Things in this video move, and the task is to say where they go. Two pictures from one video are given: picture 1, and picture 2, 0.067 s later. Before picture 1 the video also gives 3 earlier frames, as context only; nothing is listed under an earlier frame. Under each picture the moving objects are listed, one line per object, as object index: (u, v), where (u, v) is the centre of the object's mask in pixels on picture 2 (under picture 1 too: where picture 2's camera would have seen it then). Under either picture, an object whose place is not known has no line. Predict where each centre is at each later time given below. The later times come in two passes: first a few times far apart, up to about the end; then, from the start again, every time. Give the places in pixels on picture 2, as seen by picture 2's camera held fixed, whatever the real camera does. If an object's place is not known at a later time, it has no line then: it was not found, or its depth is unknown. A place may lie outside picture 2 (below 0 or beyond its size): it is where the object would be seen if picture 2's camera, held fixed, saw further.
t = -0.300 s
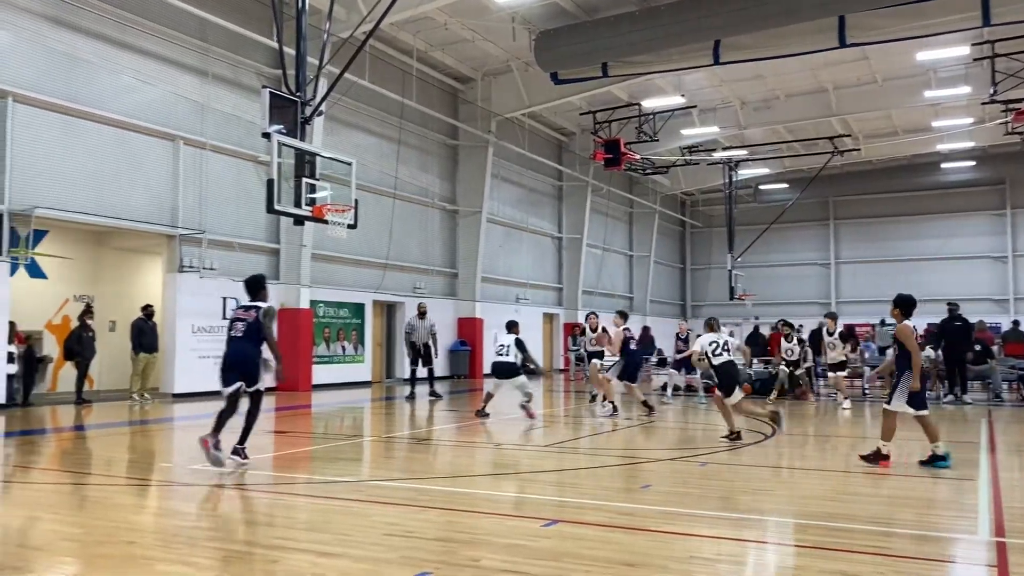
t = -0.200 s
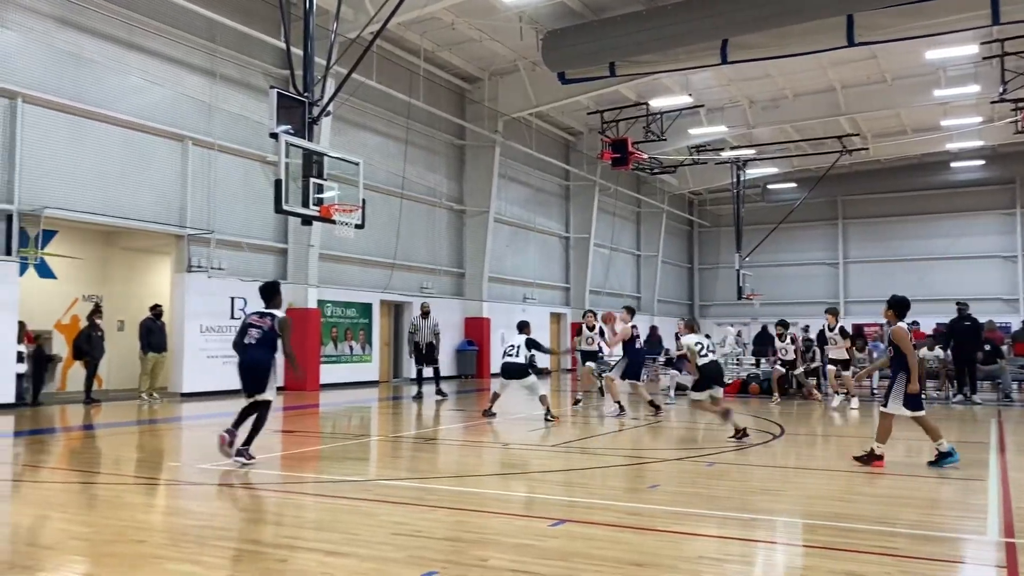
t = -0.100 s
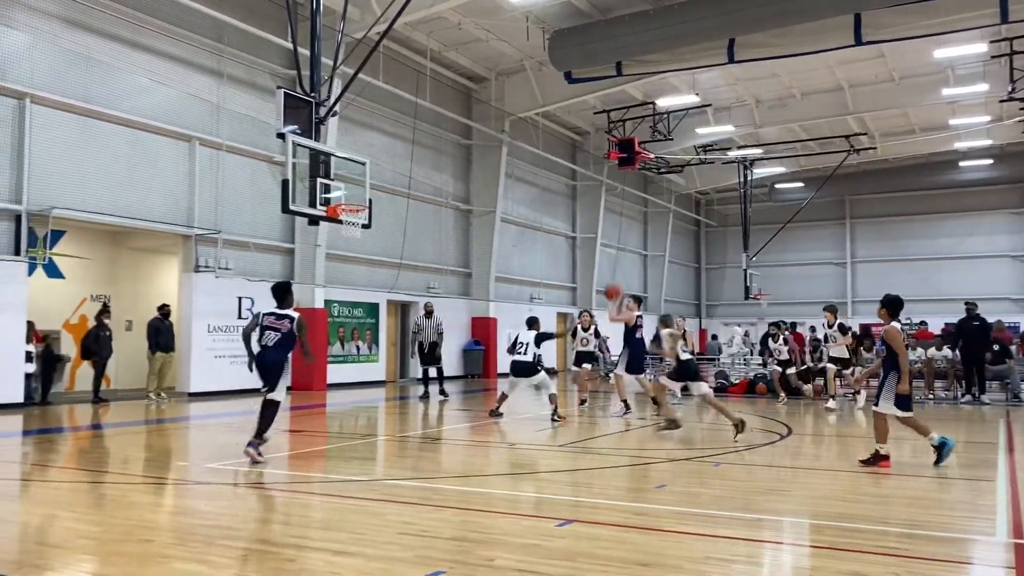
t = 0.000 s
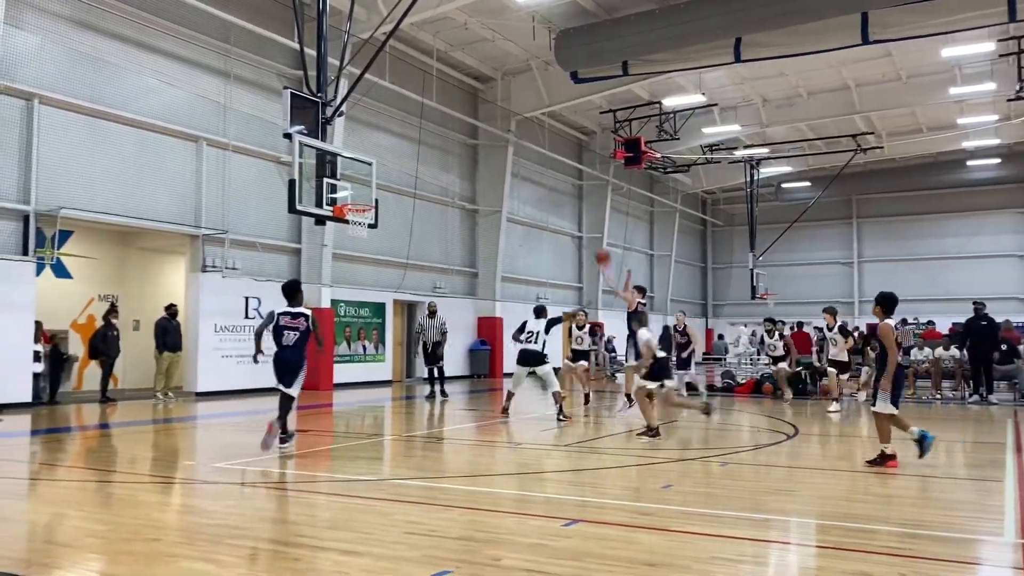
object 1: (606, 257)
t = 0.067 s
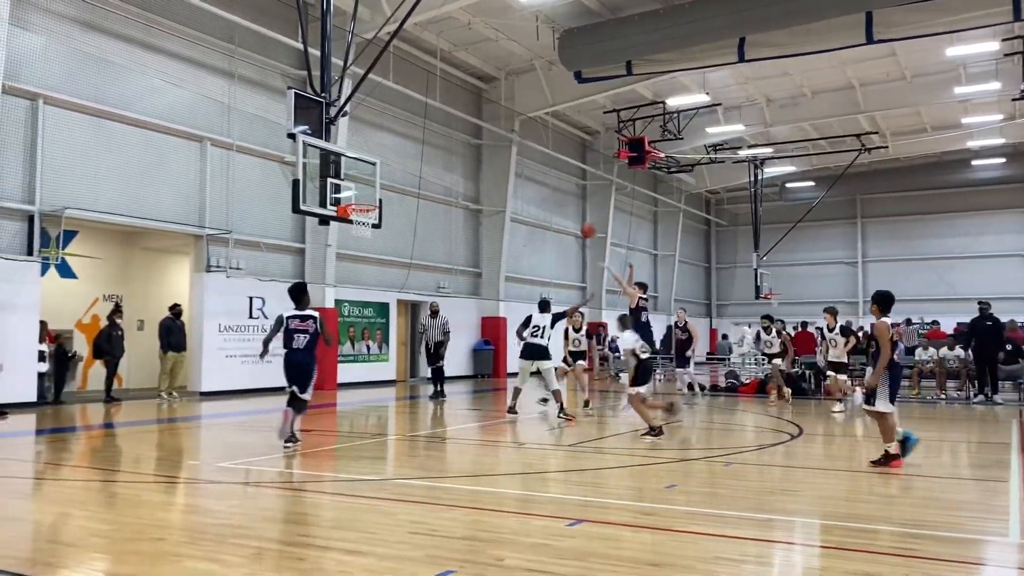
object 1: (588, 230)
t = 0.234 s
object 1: (544, 179)
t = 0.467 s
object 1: (483, 137)
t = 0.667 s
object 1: (432, 128)
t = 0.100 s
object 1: (579, 219)
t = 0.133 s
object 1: (569, 207)
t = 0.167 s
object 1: (561, 196)
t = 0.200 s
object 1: (553, 187)
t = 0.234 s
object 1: (544, 179)
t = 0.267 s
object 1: (535, 170)
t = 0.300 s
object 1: (527, 162)
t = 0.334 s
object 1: (518, 157)
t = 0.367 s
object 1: (509, 150)
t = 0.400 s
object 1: (500, 144)
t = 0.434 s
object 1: (492, 140)
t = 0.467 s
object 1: (483, 137)
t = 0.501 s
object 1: (476, 133)
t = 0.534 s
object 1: (467, 130)
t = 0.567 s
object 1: (458, 128)
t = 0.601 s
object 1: (450, 128)
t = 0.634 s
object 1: (441, 128)
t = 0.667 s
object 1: (432, 128)
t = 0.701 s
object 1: (424, 129)
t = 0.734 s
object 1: (414, 132)
